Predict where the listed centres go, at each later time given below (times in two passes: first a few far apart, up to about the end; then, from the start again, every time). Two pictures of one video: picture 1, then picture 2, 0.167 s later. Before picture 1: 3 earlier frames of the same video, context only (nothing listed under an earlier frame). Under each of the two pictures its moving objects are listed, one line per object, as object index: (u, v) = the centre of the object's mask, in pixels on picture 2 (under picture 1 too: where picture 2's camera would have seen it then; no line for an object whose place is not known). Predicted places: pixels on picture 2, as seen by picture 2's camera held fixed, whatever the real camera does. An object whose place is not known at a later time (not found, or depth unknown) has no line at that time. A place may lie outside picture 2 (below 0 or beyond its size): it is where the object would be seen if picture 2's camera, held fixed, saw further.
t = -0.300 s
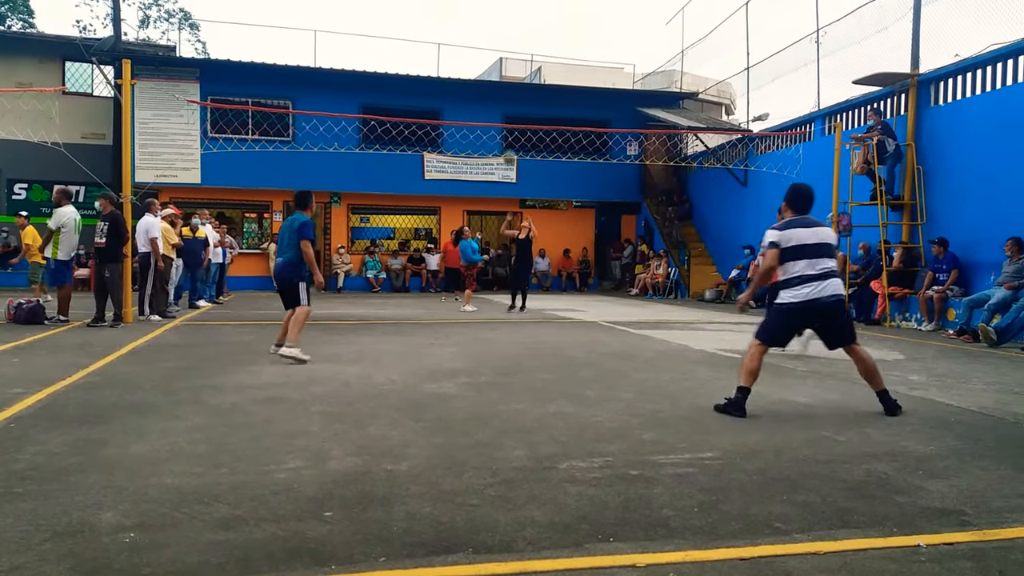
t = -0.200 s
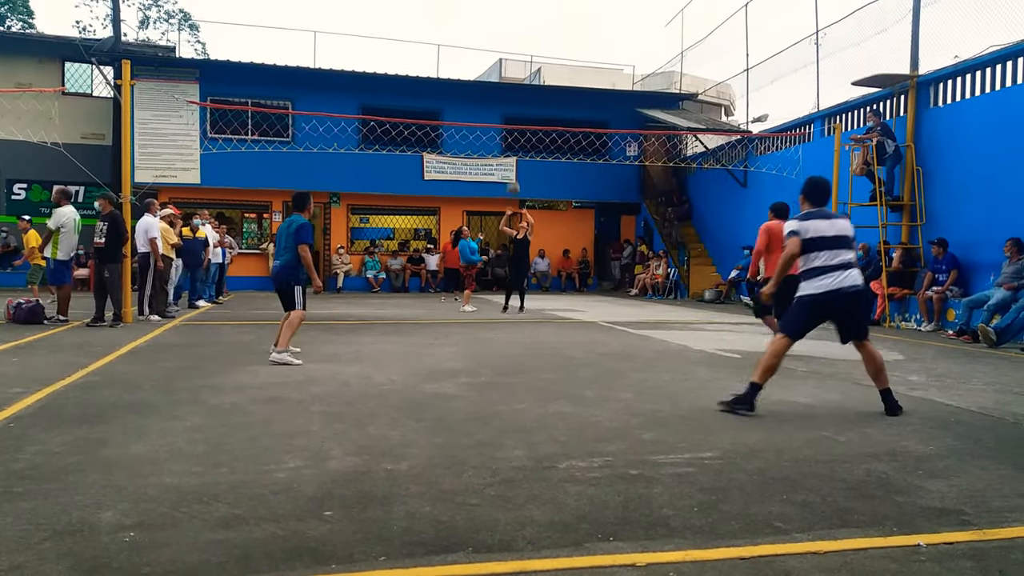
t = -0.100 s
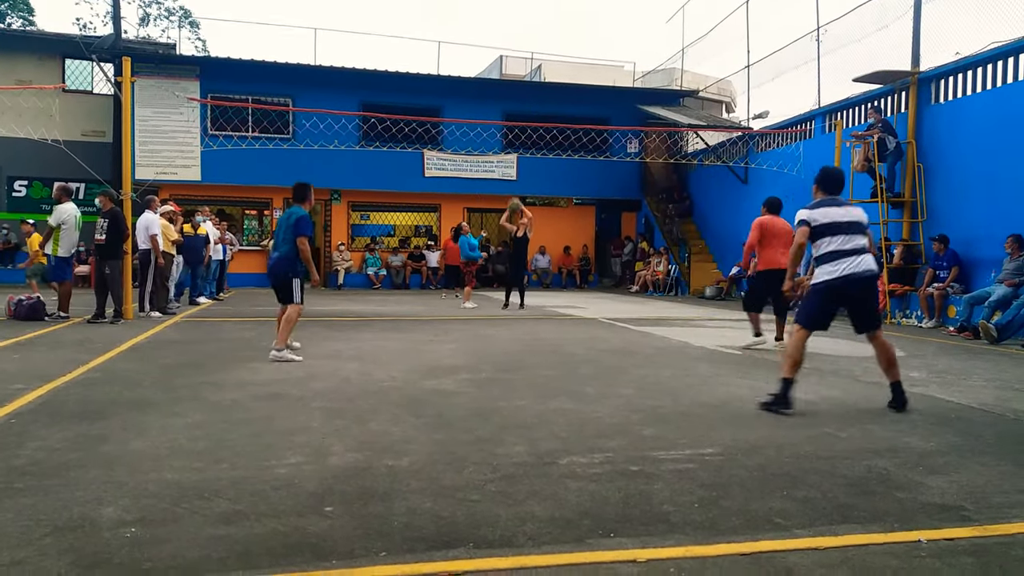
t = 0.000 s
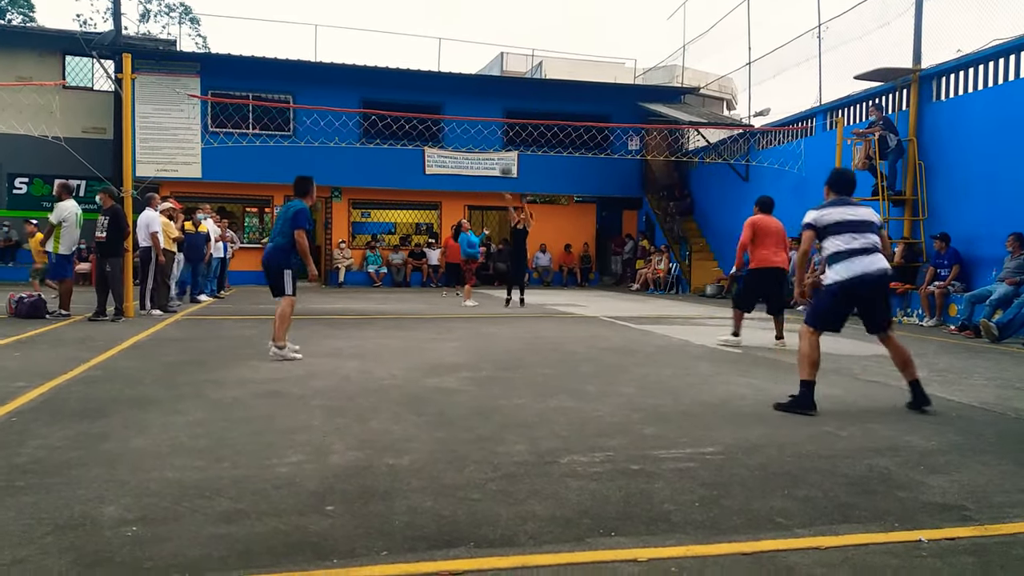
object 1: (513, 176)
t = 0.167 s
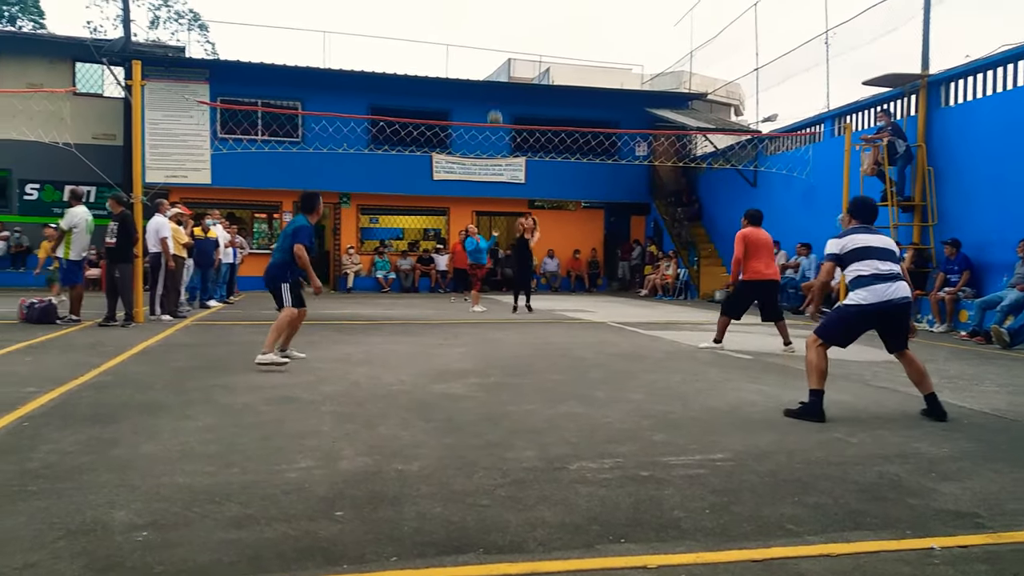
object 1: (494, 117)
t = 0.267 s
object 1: (482, 89)
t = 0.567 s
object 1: (433, 23)
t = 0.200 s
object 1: (491, 107)
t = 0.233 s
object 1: (486, 98)
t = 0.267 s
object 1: (482, 89)
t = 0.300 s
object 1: (477, 81)
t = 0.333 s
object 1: (472, 71)
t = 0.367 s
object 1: (467, 63)
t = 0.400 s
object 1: (462, 55)
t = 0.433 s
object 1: (457, 47)
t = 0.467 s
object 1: (452, 41)
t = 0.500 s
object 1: (446, 34)
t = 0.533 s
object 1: (439, 29)
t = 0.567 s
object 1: (433, 23)
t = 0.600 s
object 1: (427, 20)
